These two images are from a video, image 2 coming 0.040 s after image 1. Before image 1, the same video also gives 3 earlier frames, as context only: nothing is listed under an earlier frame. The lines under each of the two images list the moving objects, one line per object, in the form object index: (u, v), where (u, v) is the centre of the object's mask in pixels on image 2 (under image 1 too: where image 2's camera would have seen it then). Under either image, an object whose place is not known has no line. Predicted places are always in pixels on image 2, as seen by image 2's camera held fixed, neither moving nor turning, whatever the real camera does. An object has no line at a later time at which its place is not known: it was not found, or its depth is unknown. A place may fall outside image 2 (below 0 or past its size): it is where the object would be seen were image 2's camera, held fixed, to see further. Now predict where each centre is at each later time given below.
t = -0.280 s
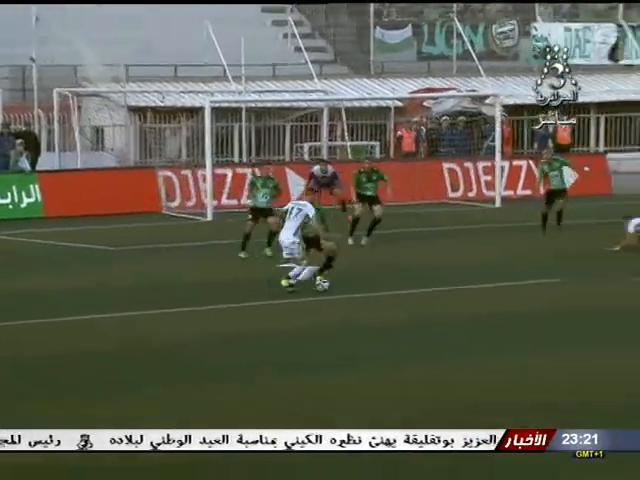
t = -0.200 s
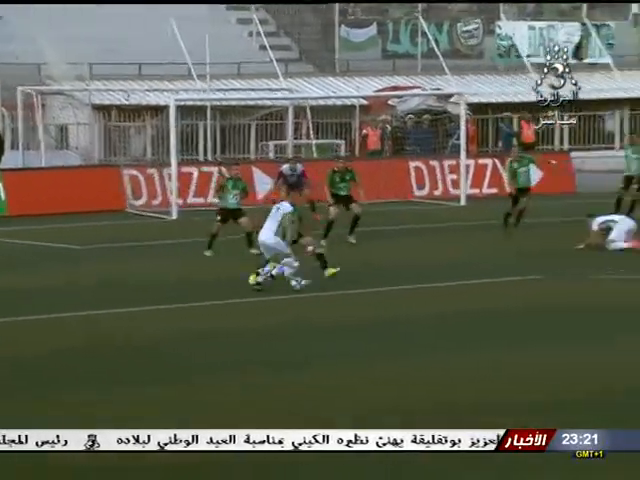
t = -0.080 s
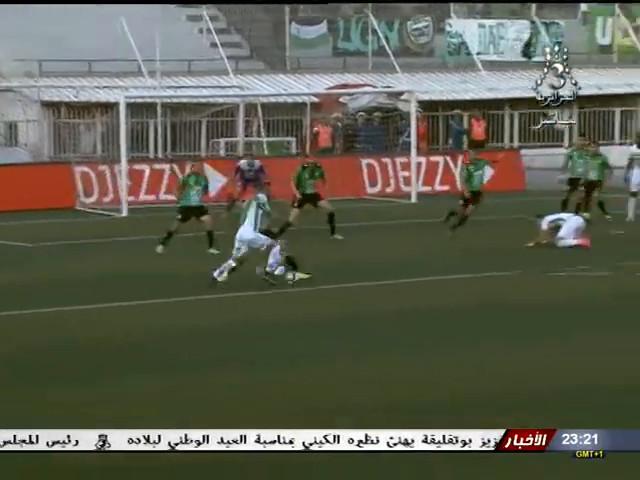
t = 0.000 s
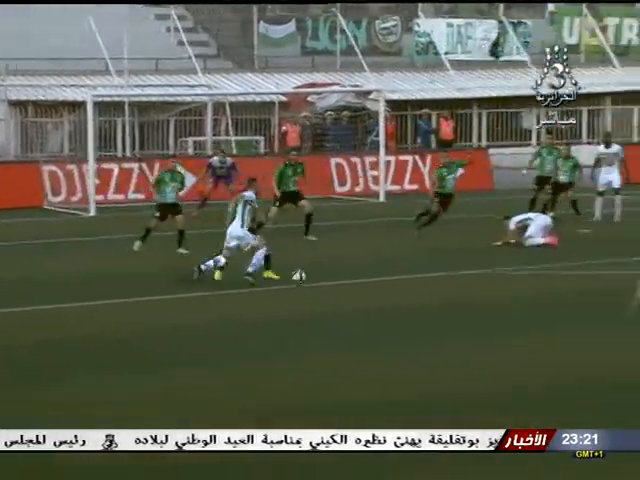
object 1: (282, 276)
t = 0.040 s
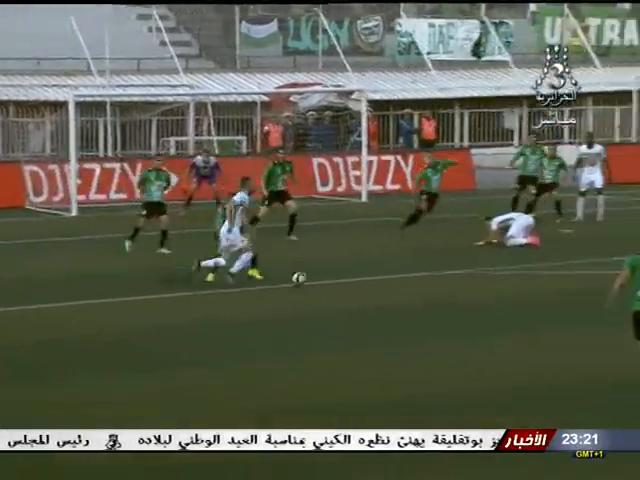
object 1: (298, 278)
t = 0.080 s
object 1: (315, 278)
